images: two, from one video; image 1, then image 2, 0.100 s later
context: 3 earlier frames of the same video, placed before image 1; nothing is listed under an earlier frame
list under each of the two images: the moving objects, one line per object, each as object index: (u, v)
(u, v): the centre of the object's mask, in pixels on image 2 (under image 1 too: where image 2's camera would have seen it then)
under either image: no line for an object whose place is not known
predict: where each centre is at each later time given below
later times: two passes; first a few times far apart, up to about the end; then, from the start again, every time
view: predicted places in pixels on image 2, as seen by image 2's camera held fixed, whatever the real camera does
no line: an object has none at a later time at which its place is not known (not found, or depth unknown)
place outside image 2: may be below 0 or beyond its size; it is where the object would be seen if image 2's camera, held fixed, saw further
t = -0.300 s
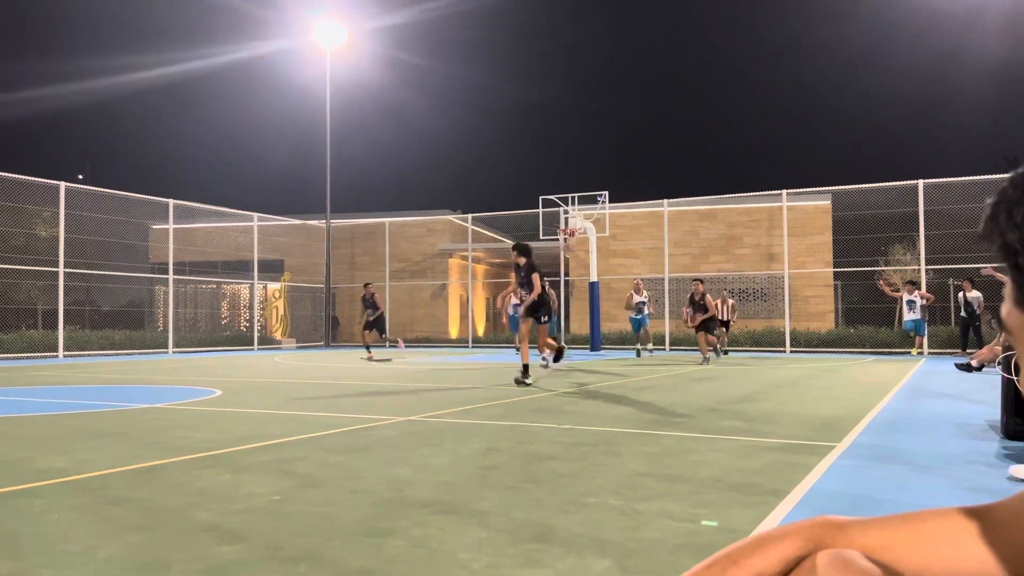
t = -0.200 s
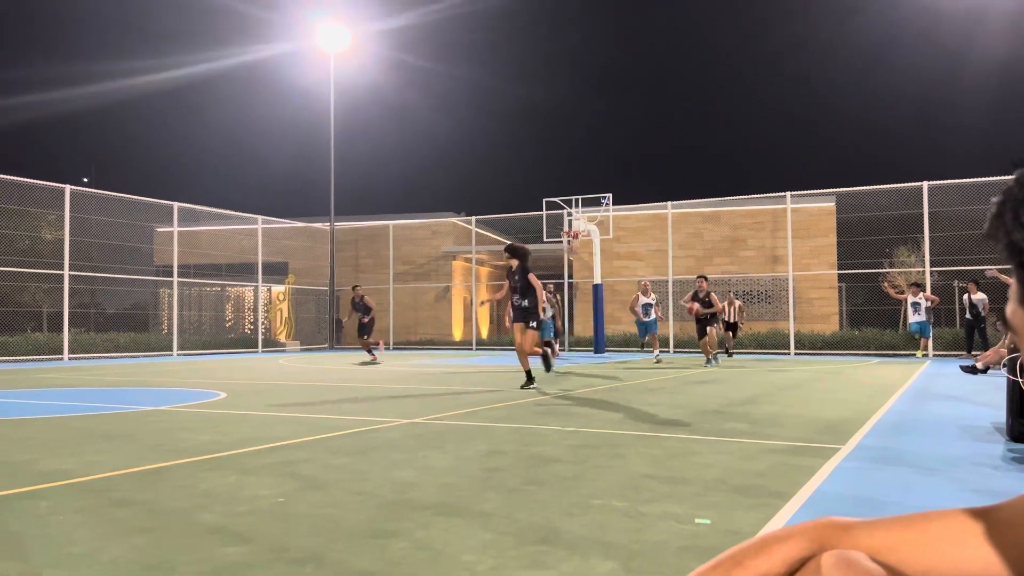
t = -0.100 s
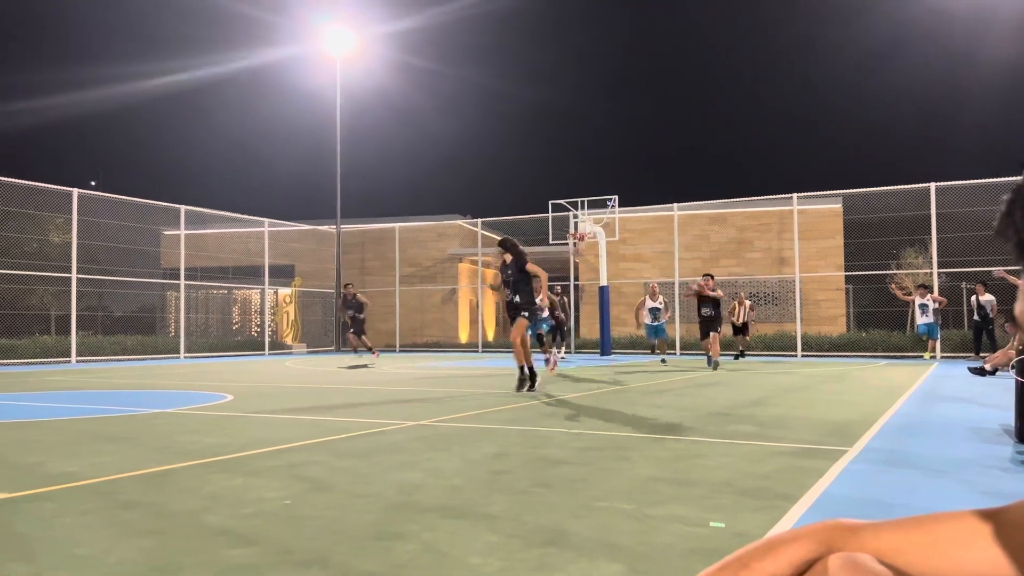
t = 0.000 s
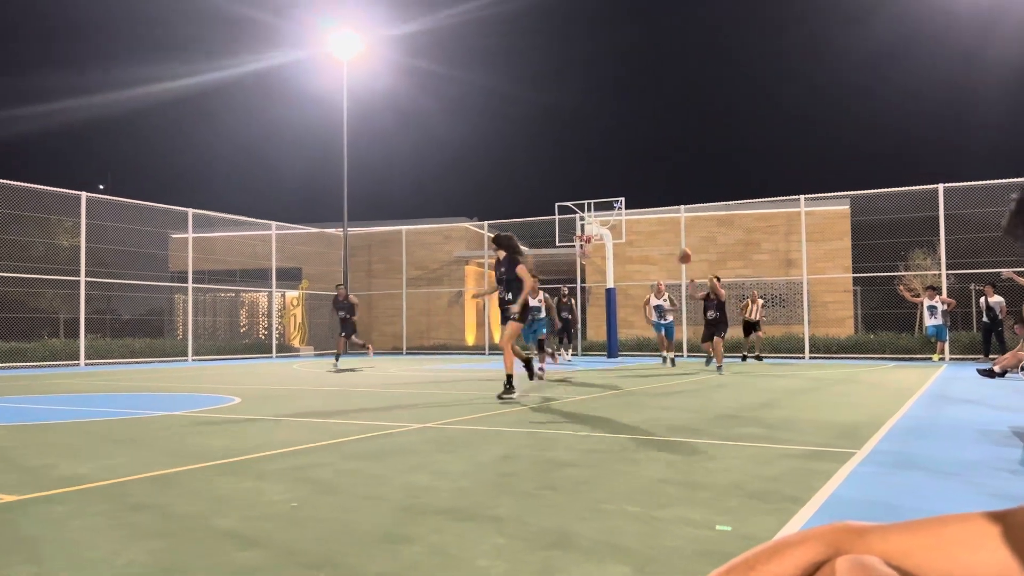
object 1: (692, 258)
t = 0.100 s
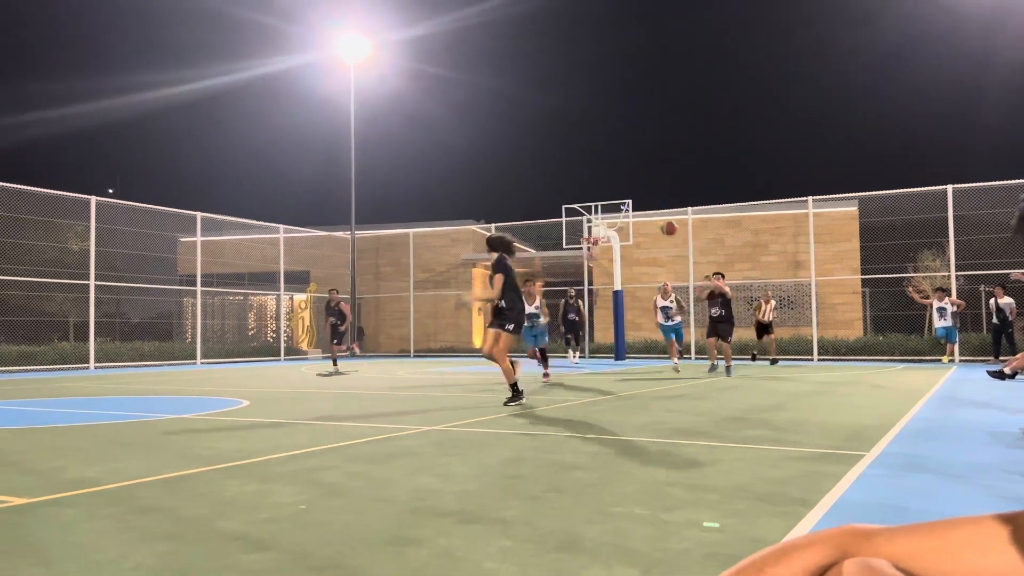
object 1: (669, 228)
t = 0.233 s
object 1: (634, 191)
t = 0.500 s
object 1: (541, 135)
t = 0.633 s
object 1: (477, 122)
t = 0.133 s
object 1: (661, 218)
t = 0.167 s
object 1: (652, 208)
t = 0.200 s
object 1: (643, 200)
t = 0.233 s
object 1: (634, 191)
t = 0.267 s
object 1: (624, 182)
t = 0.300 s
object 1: (614, 174)
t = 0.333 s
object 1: (604, 166)
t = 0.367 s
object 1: (593, 159)
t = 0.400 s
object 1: (581, 153)
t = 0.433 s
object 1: (569, 146)
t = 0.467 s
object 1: (555, 141)
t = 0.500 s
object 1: (541, 135)
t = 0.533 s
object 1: (527, 131)
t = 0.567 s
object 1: (511, 126)
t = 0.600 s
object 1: (495, 124)
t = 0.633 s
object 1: (477, 122)
